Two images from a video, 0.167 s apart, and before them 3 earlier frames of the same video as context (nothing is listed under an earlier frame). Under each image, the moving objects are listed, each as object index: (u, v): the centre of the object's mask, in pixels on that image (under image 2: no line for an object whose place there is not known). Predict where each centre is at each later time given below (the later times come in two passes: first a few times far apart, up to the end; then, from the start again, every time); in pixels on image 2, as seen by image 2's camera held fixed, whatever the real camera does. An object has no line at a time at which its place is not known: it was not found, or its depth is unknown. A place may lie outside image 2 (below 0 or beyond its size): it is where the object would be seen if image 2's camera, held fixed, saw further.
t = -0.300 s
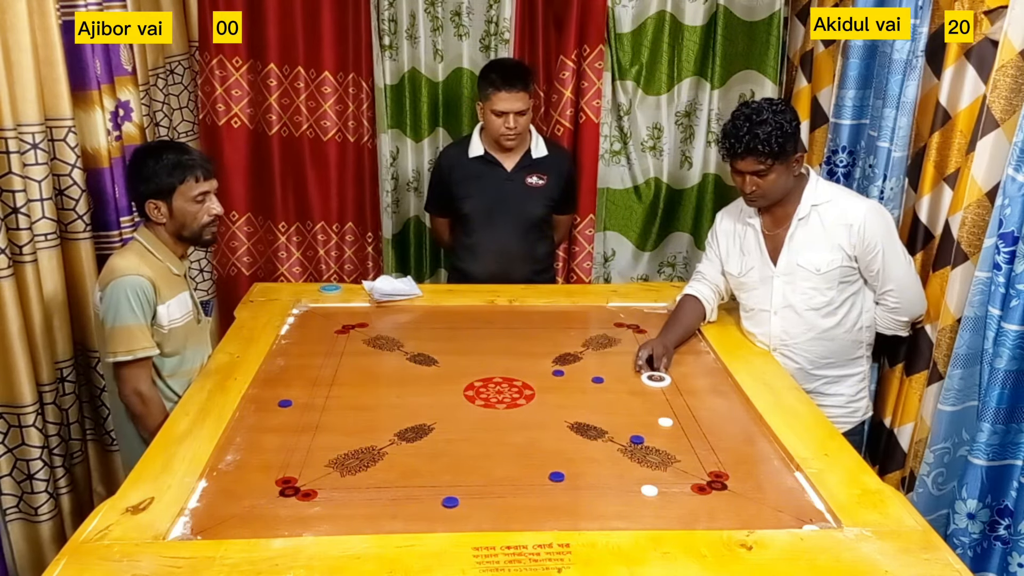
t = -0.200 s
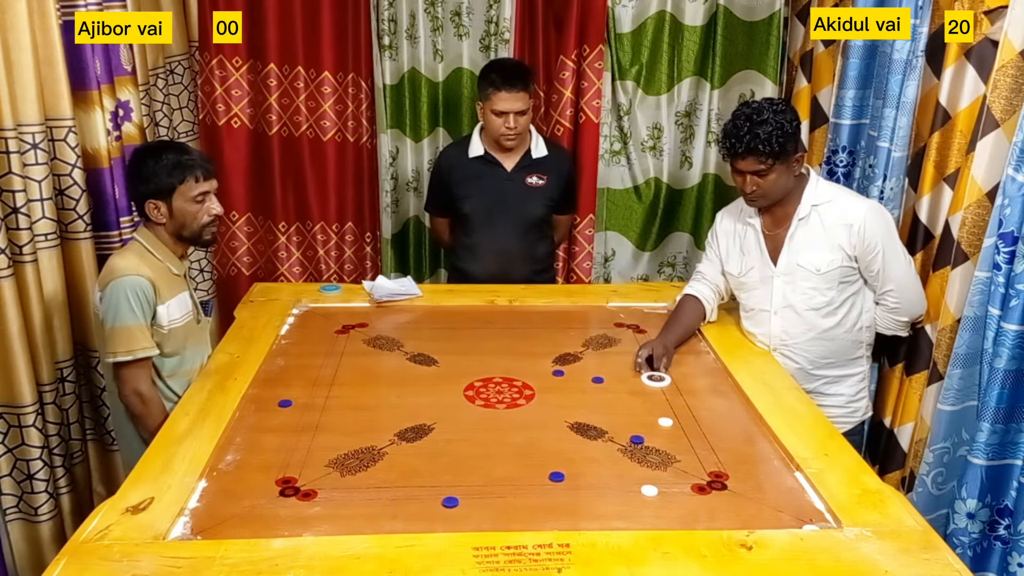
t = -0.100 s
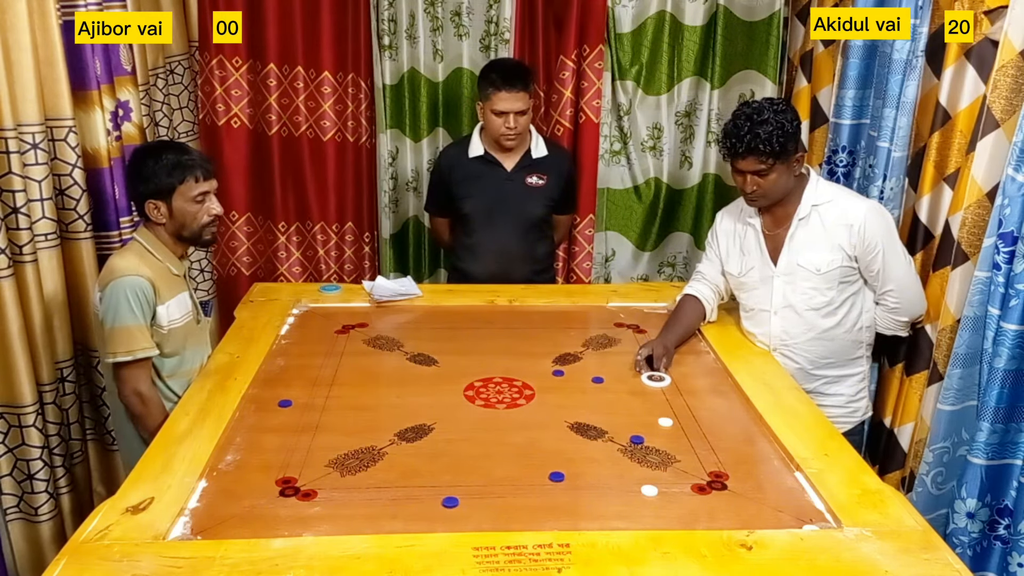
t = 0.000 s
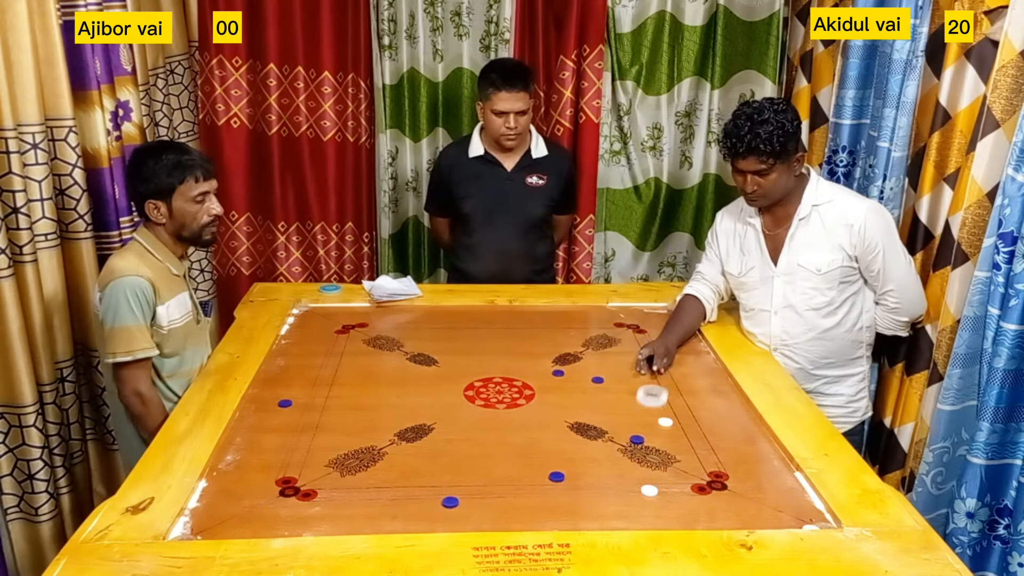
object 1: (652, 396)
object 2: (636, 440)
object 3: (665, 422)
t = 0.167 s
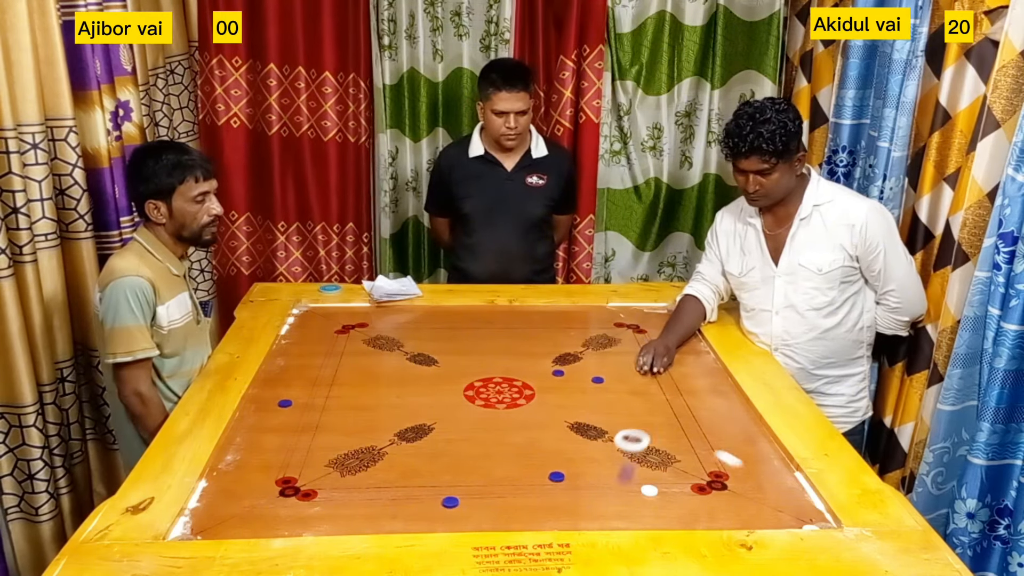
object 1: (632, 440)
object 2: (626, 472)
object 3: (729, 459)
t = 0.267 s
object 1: (619, 460)
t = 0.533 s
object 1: (590, 501)
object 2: (510, 431)
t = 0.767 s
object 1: (574, 519)
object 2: (469, 387)
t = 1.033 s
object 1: (572, 520)
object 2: (443, 363)
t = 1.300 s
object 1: (572, 520)
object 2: (435, 354)
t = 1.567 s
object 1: (572, 520)
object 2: (434, 354)
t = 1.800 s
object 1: (572, 520)
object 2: (434, 354)
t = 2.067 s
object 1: (572, 520)
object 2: (434, 354)
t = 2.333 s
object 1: (572, 520)
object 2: (434, 354)
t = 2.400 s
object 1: (572, 520)
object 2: (434, 354)
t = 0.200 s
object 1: (628, 447)
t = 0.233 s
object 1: (623, 453)
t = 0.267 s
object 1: (619, 460)
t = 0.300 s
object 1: (615, 466)
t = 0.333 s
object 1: (611, 471)
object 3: (819, 512)
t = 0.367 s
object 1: (607, 477)
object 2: (566, 487)
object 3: (825, 521)
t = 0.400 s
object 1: (604, 483)
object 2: (548, 468)
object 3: (830, 525)
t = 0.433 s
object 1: (600, 488)
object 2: (538, 457)
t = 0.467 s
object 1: (597, 493)
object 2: (528, 448)
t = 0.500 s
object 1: (593, 497)
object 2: (519, 439)
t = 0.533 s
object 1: (590, 501)
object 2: (510, 431)
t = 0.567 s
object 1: (587, 505)
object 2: (502, 423)
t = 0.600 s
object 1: (584, 509)
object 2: (495, 416)
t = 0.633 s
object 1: (582, 512)
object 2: (489, 408)
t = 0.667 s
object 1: (580, 514)
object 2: (483, 403)
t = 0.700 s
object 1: (578, 516)
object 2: (479, 397)
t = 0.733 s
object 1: (576, 518)
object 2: (472, 392)
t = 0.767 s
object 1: (574, 519)
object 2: (469, 387)
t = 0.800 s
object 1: (573, 519)
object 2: (464, 383)
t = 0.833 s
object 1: (573, 520)
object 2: (460, 379)
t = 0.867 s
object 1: (572, 520)
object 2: (456, 376)
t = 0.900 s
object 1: (572, 520)
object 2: (453, 372)
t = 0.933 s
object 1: (572, 520)
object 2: (450, 370)
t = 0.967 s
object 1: (572, 520)
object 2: (448, 367)
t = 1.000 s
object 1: (572, 520)
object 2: (445, 365)
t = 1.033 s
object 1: (572, 520)
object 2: (443, 363)
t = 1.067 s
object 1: (572, 520)
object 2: (441, 361)
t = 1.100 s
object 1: (572, 520)
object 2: (439, 360)
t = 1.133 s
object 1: (572, 520)
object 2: (438, 358)
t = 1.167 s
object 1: (572, 520)
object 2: (437, 357)
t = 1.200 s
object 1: (572, 520)
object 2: (436, 356)
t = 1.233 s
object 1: (572, 520)
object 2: (435, 355)
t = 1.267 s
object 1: (572, 520)
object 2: (435, 355)
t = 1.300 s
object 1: (572, 520)
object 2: (435, 354)
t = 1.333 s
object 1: (572, 520)
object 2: (434, 354)
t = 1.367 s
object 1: (572, 520)
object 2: (434, 354)
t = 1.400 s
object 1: (572, 520)
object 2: (434, 354)
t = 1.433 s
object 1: (572, 520)
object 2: (434, 354)
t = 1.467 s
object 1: (572, 520)
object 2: (434, 354)
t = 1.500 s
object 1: (572, 520)
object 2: (434, 354)
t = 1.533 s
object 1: (572, 520)
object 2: (434, 354)
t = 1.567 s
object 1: (572, 520)
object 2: (434, 354)
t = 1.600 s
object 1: (572, 520)
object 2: (434, 354)
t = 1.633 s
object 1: (572, 520)
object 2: (434, 354)
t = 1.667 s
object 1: (572, 520)
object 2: (434, 354)
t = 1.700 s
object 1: (572, 520)
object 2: (434, 354)
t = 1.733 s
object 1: (572, 520)
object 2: (434, 354)
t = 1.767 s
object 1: (572, 520)
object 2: (434, 354)
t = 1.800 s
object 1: (572, 520)
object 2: (434, 354)
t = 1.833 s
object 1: (572, 520)
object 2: (434, 354)
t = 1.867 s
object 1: (572, 520)
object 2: (434, 354)
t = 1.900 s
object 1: (572, 520)
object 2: (434, 354)
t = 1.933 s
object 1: (572, 520)
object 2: (434, 354)
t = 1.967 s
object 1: (572, 520)
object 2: (434, 354)
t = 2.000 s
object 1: (572, 520)
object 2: (434, 354)
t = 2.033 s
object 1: (572, 520)
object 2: (434, 354)
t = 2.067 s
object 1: (572, 520)
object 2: (434, 354)
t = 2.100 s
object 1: (572, 520)
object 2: (434, 354)
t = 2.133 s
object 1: (572, 520)
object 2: (434, 354)
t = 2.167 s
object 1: (572, 520)
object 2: (434, 354)
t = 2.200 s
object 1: (572, 520)
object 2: (434, 354)
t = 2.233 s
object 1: (572, 520)
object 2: (434, 354)
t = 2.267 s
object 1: (572, 520)
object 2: (434, 354)
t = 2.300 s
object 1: (572, 520)
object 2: (434, 354)
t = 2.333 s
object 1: (572, 520)
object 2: (434, 354)
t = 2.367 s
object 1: (572, 520)
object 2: (434, 354)
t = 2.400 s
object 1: (572, 520)
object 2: (434, 354)
